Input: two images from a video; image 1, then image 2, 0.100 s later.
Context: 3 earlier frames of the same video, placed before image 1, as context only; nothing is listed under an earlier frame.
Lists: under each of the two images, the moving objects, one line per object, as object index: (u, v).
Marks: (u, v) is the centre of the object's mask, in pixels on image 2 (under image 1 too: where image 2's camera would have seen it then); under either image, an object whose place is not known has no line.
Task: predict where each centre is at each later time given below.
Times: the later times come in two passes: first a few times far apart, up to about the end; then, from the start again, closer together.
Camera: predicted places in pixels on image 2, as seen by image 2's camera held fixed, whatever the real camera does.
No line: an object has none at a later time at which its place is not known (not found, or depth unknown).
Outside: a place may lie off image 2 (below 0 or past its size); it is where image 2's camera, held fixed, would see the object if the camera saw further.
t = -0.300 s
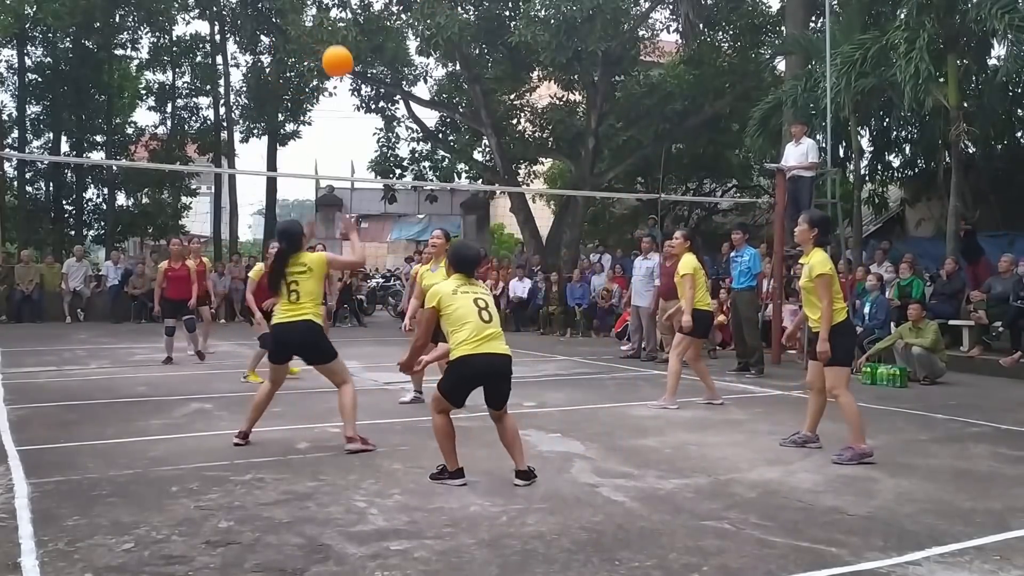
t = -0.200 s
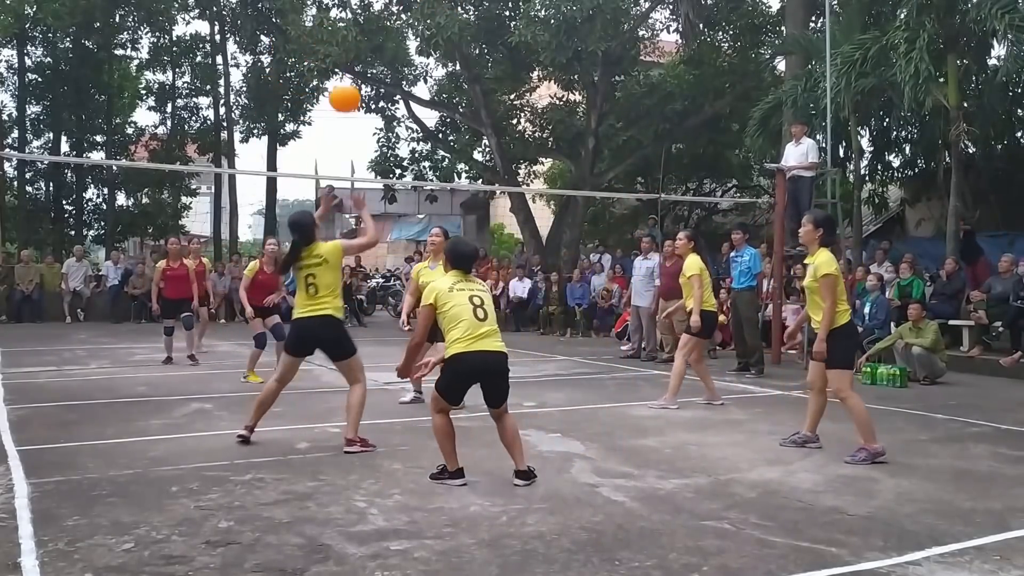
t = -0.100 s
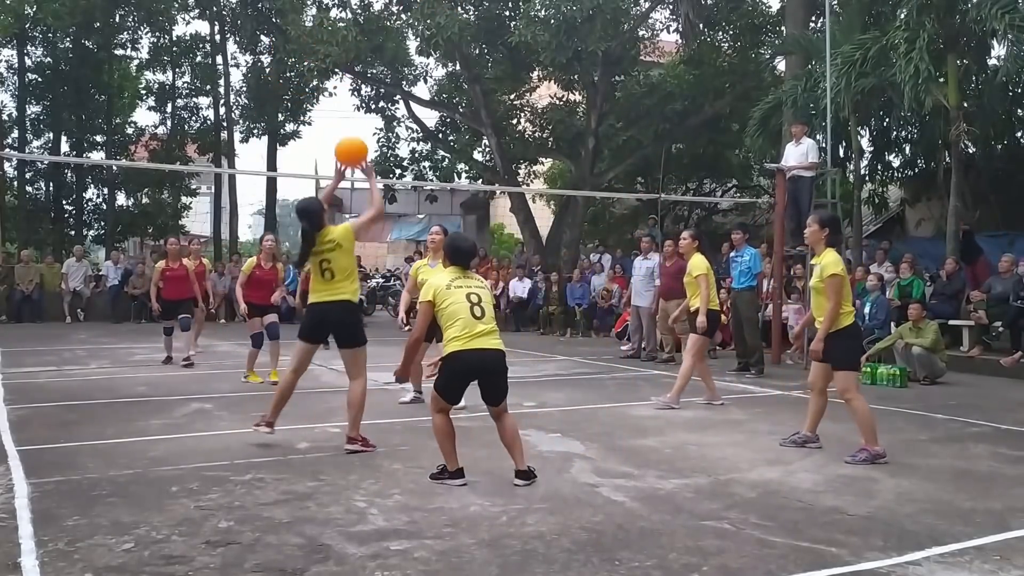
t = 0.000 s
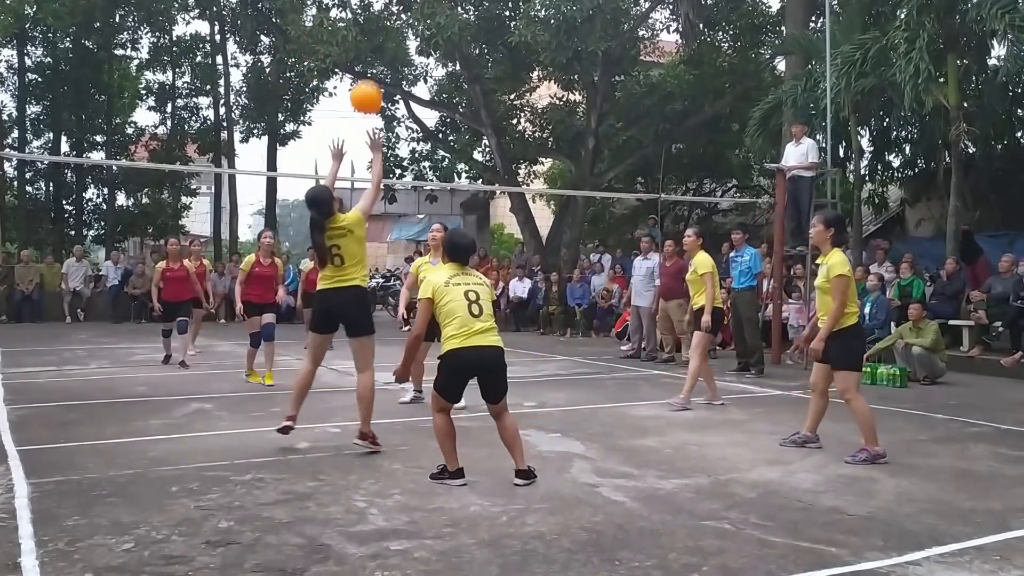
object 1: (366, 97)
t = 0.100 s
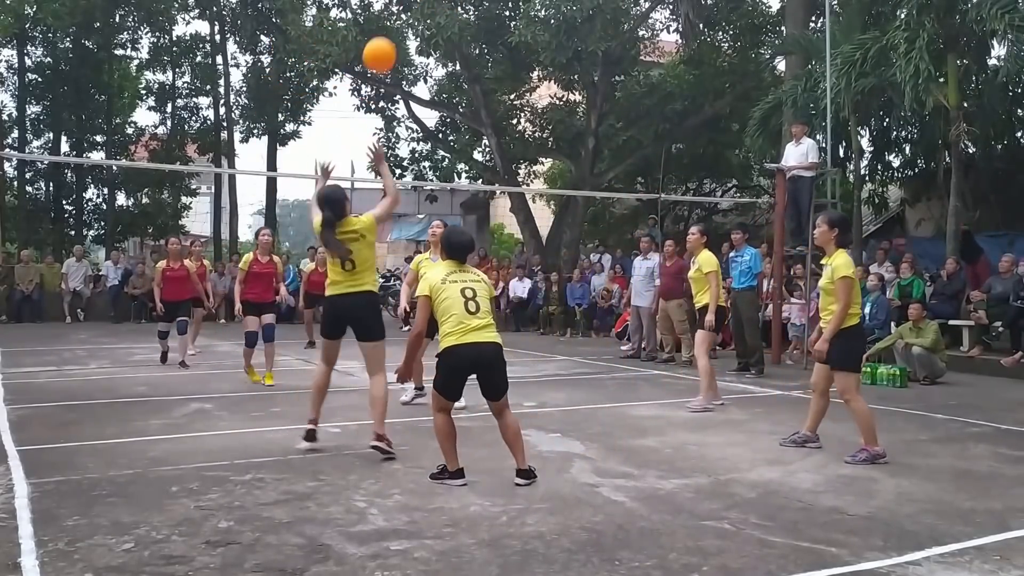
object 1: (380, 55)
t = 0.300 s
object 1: (404, 14)
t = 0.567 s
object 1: (432, 39)
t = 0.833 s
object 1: (454, 140)
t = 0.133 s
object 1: (384, 44)
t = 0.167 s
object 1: (388, 35)
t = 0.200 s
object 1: (392, 28)
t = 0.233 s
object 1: (396, 21)
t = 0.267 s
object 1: (400, 17)
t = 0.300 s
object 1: (404, 14)
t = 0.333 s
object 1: (408, 13)
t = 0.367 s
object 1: (412, 13)
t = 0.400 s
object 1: (415, 13)
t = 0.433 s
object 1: (419, 16)
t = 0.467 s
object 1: (422, 20)
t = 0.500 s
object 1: (425, 25)
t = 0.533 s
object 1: (429, 31)
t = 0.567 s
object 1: (432, 39)
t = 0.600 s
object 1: (435, 47)
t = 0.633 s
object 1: (438, 56)
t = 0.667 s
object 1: (442, 69)
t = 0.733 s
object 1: (447, 95)
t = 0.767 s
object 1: (449, 108)
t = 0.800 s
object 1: (452, 123)
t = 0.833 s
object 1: (454, 140)
